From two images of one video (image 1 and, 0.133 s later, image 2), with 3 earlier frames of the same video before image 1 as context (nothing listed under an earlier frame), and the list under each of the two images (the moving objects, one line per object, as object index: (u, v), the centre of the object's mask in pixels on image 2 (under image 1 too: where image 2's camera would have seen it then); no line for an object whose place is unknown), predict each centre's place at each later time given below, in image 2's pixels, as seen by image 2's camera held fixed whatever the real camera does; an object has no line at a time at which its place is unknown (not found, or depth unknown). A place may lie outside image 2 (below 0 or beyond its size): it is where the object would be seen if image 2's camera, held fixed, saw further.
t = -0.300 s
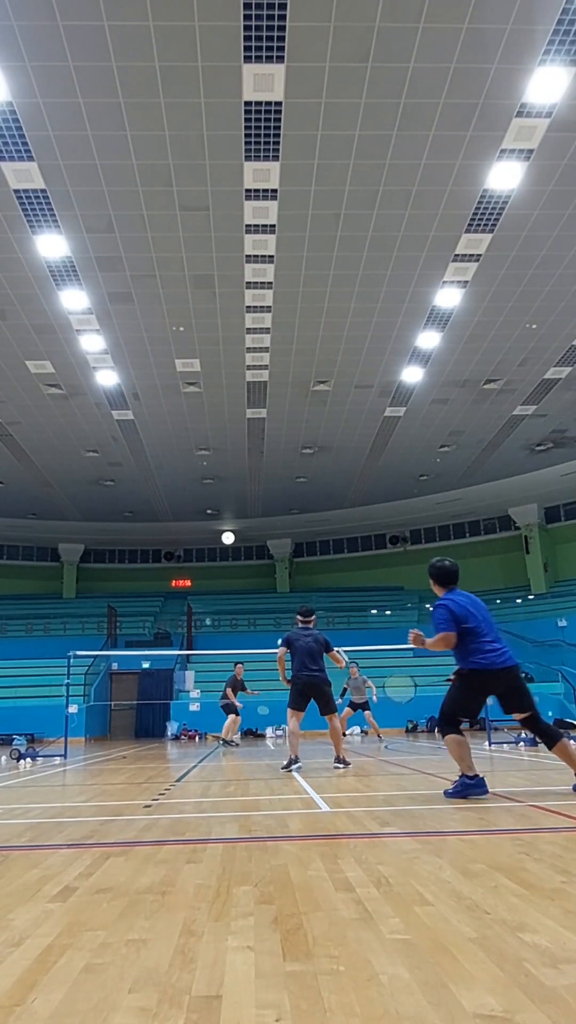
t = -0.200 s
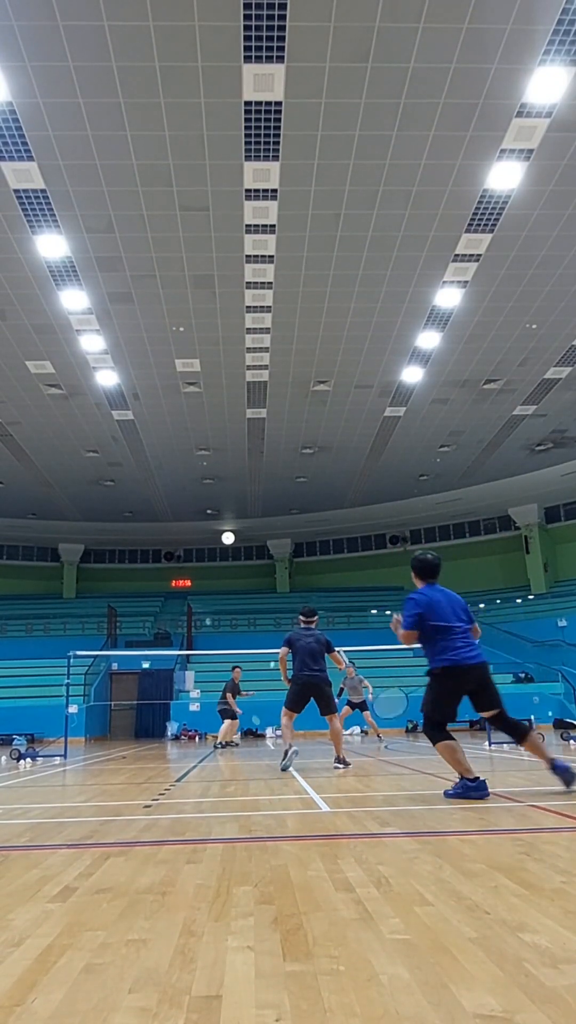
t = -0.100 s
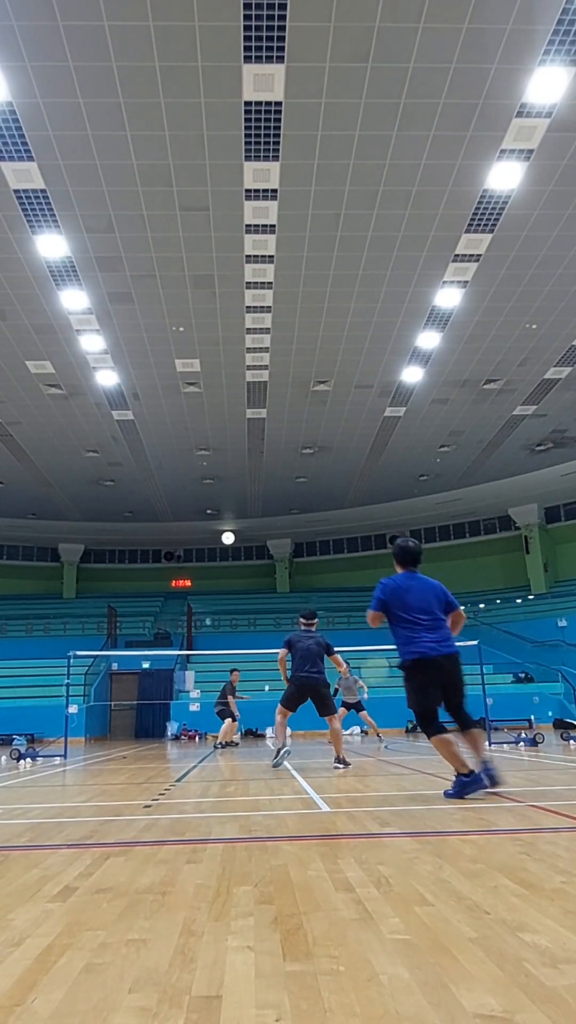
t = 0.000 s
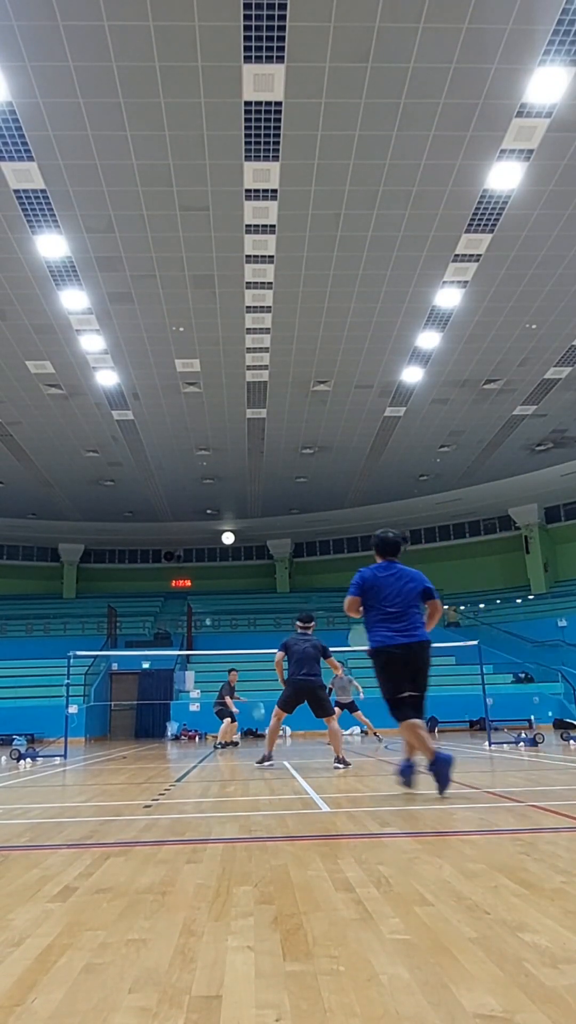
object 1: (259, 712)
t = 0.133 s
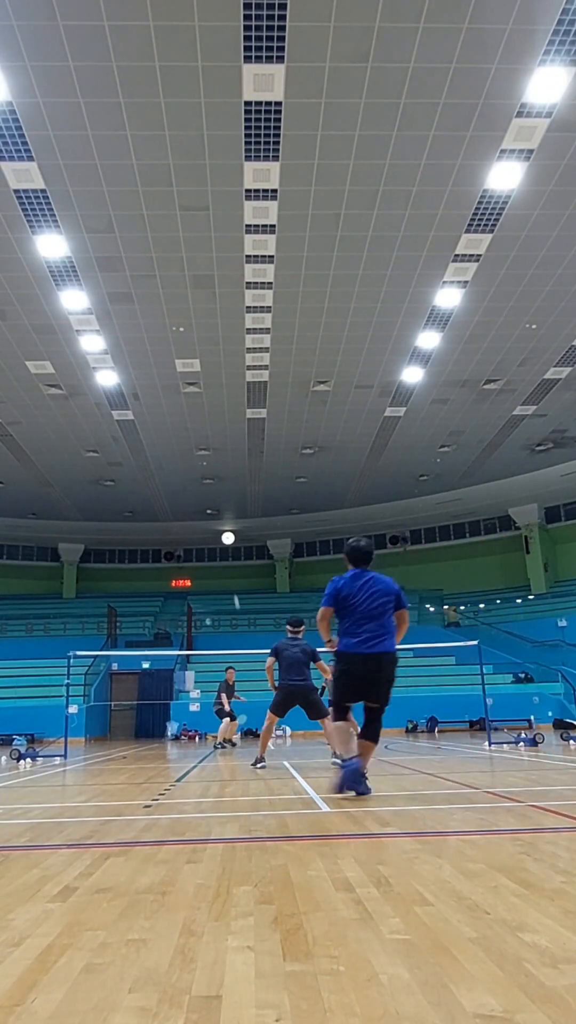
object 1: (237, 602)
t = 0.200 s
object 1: (226, 561)
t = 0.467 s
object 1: (190, 444)
